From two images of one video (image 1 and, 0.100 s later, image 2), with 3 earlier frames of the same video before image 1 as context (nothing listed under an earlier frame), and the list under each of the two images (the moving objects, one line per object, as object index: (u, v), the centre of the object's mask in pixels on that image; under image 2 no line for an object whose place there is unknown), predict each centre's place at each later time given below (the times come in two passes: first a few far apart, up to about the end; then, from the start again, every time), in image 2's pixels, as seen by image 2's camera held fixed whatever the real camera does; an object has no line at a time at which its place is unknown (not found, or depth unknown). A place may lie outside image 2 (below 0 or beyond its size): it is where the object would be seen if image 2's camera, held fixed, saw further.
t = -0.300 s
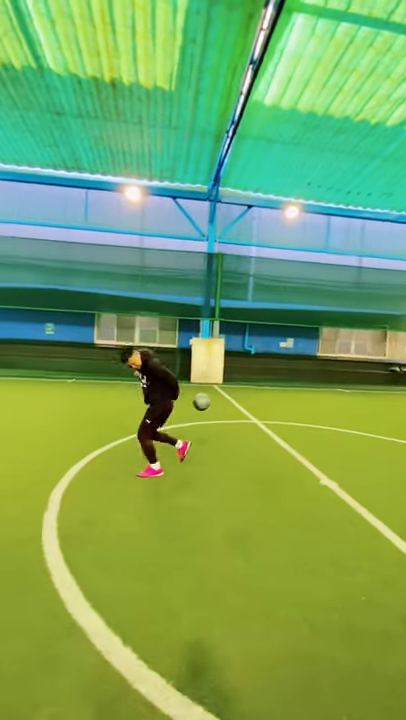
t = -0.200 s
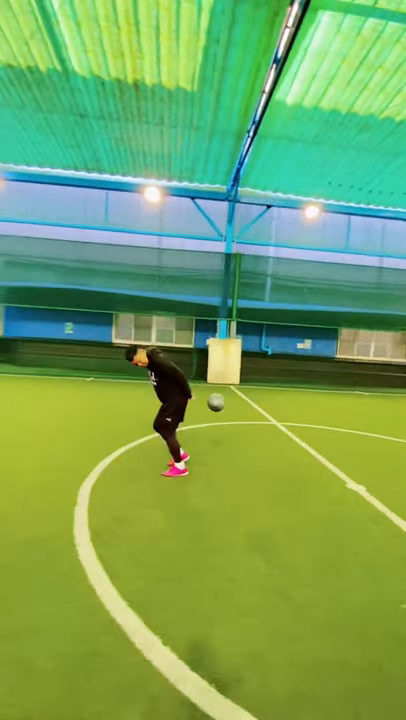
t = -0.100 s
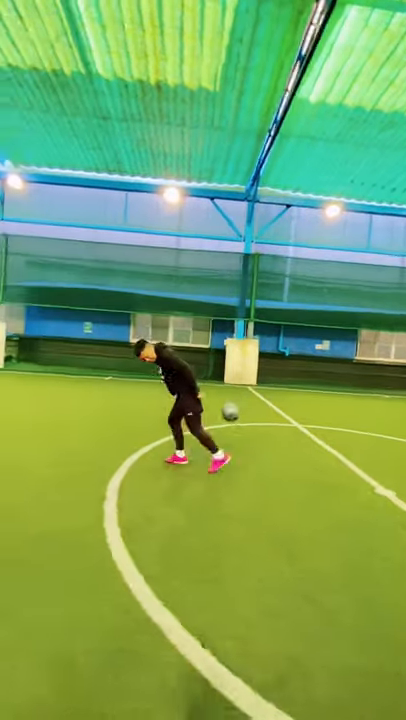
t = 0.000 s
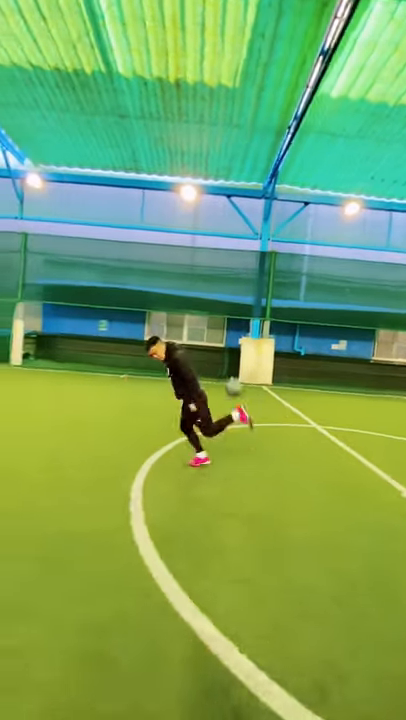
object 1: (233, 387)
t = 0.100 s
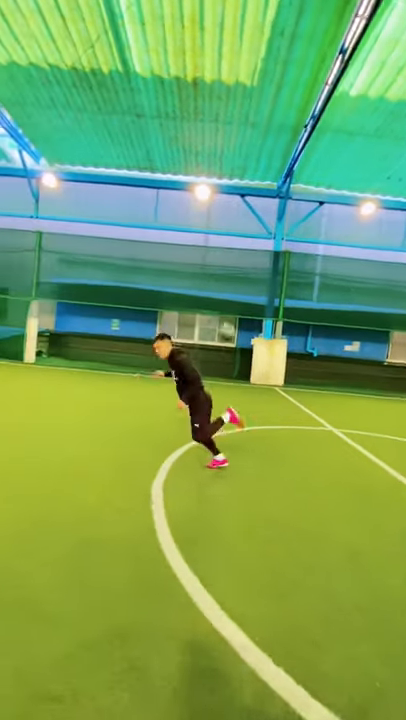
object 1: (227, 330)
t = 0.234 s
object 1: (202, 276)
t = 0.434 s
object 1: (169, 234)
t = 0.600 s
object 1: (146, 222)
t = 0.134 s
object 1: (220, 314)
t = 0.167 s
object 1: (214, 301)
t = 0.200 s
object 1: (207, 288)
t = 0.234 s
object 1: (202, 276)
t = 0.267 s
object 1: (195, 266)
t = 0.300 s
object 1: (190, 257)
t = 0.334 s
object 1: (184, 250)
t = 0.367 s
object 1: (179, 244)
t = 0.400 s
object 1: (174, 238)
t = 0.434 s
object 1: (169, 234)
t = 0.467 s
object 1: (164, 228)
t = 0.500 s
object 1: (160, 225)
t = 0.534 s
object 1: (155, 223)
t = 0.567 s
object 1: (150, 223)
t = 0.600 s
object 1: (146, 222)
